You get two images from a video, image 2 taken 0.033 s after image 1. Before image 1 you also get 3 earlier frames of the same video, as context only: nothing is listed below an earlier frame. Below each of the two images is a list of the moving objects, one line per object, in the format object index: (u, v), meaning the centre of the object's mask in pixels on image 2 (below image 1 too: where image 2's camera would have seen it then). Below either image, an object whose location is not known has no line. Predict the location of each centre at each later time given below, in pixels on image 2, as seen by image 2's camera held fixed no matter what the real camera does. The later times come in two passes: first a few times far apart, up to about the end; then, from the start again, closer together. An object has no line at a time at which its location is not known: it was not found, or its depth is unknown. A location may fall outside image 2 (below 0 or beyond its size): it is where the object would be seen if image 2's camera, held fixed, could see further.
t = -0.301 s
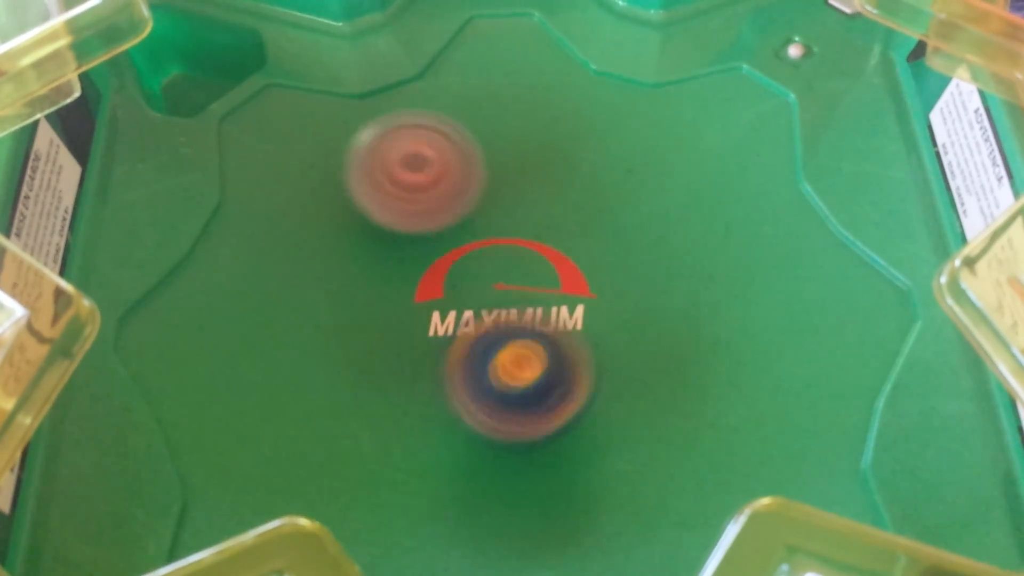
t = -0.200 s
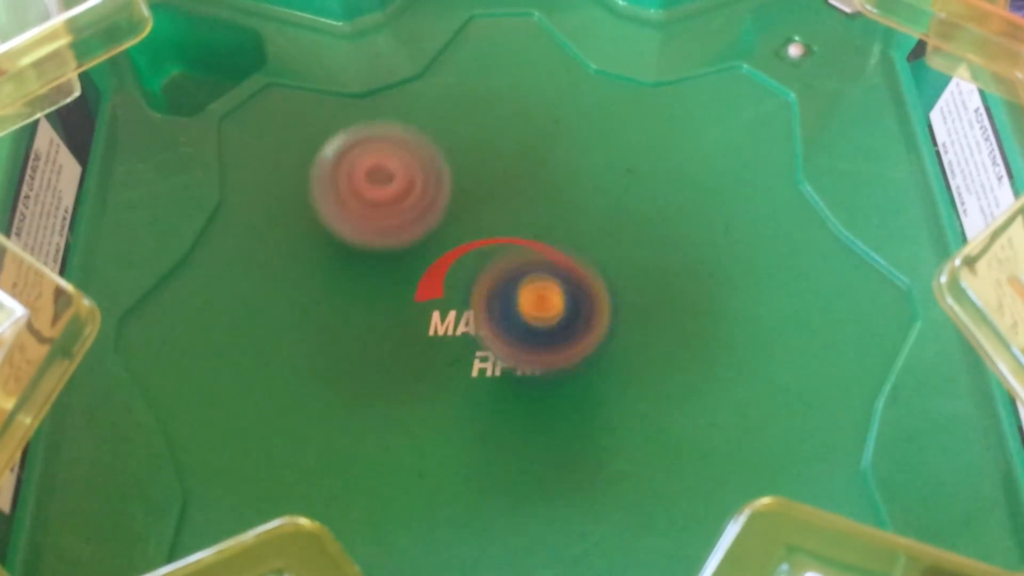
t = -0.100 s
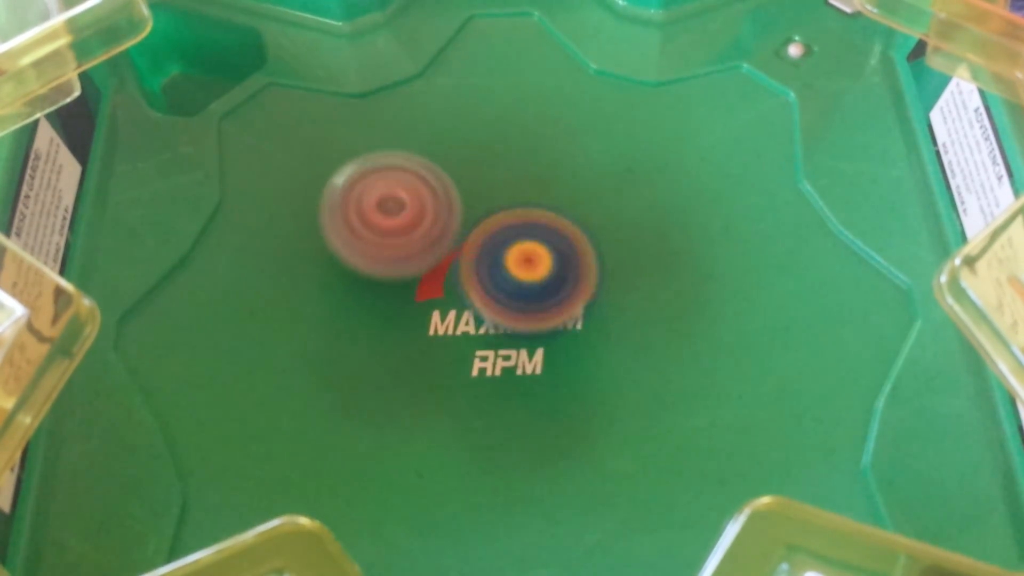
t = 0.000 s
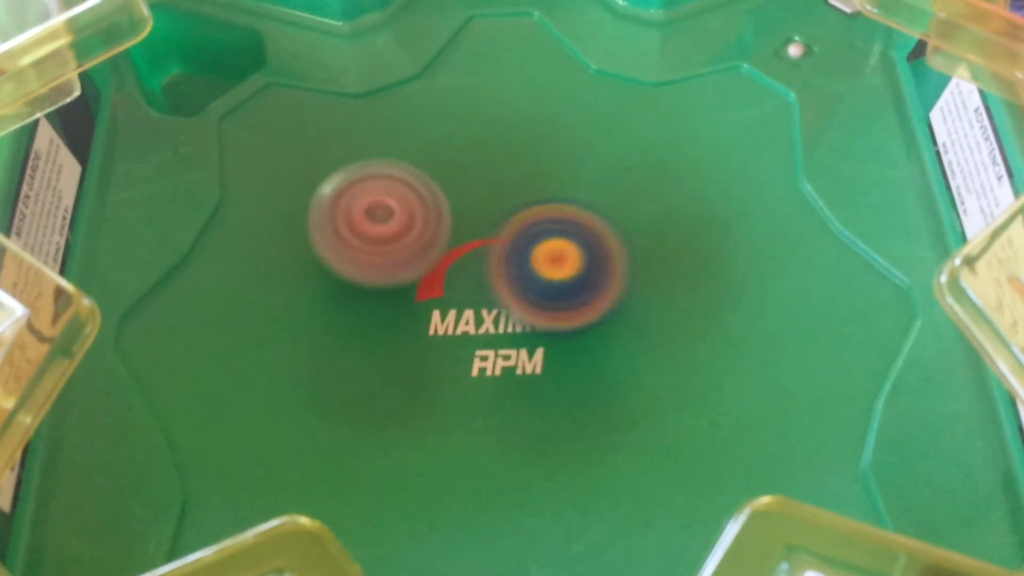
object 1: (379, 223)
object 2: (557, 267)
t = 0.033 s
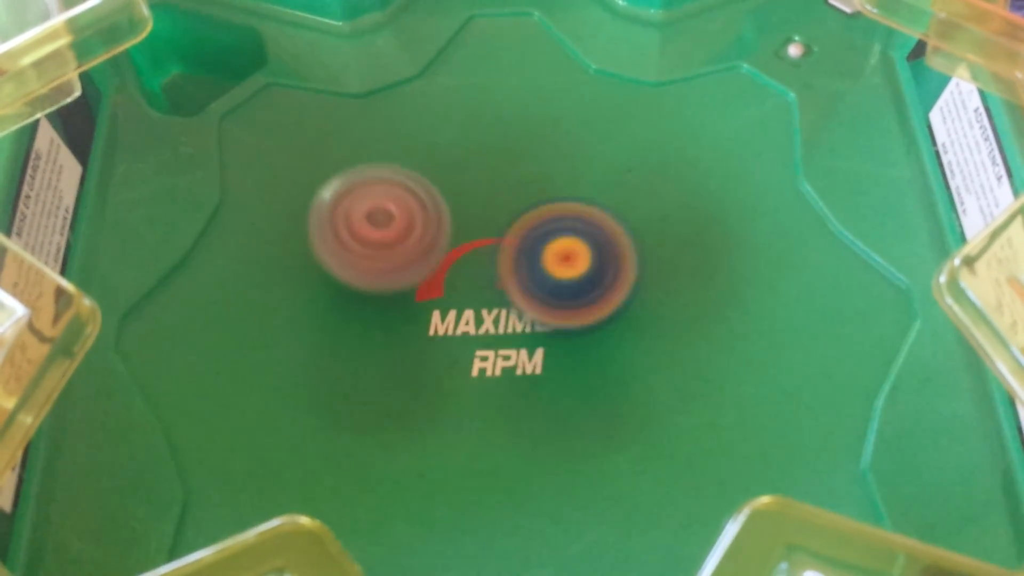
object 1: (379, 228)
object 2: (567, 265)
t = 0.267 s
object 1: (341, 269)
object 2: (714, 275)
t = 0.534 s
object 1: (420, 334)
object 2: (793, 191)
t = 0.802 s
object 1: (523, 262)
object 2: (709, 237)
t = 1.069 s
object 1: (504, 225)
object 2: (632, 426)
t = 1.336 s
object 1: (520, 265)
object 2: (649, 519)
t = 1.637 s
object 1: (583, 280)
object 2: (597, 466)
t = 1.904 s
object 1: (597, 300)
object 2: (402, 414)
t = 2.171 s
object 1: (578, 341)
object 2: (285, 406)
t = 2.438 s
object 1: (576, 369)
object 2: (362, 374)
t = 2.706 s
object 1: (572, 403)
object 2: (399, 276)
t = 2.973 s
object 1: (591, 393)
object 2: (400, 196)
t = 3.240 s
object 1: (534, 366)
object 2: (479, 204)
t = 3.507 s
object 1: (453, 373)
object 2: (568, 225)
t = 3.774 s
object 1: (440, 376)
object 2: (627, 281)
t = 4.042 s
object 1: (451, 344)
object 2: (638, 352)
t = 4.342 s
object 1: (454, 289)
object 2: (585, 413)
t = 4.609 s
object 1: (478, 271)
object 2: (499, 431)
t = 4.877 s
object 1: (507, 259)
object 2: (424, 405)
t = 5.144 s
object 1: (545, 267)
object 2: (390, 344)
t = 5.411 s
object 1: (582, 267)
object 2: (408, 277)
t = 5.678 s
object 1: (672, 305)
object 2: (368, 203)
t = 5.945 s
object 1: (723, 306)
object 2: (390, 234)
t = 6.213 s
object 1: (632, 342)
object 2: (485, 275)
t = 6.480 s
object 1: (664, 486)
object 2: (434, 211)
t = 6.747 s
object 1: (601, 500)
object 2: (439, 254)
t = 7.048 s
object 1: (453, 439)
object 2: (498, 302)
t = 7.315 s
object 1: (331, 389)
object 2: (547, 297)
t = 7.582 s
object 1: (316, 314)
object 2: (548, 323)
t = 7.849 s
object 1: (384, 245)
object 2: (534, 350)
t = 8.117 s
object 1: (494, 200)
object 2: (513, 357)
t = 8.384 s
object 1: (597, 195)
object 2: (490, 343)
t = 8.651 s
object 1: (660, 241)
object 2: (485, 316)
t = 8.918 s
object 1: (657, 338)
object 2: (497, 293)
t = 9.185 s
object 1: (592, 440)
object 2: (526, 305)
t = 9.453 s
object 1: (493, 485)
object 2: (549, 322)
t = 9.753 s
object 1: (406, 442)
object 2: (537, 345)
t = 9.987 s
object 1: (364, 358)
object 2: (533, 347)
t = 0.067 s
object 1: (384, 238)
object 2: (570, 262)
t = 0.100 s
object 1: (393, 249)
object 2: (566, 264)
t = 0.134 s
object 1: (403, 258)
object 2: (562, 266)
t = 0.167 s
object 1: (397, 261)
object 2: (577, 269)
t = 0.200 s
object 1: (364, 257)
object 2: (638, 276)
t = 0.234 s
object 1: (349, 259)
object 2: (678, 277)
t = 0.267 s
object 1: (341, 269)
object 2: (714, 275)
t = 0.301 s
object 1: (339, 282)
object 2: (740, 269)
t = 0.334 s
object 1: (341, 296)
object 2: (759, 260)
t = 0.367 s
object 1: (344, 308)
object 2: (774, 250)
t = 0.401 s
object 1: (353, 318)
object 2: (787, 238)
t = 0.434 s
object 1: (367, 326)
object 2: (793, 226)
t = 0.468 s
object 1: (383, 332)
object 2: (796, 214)
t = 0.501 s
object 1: (402, 335)
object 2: (795, 201)
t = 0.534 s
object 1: (420, 334)
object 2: (793, 191)
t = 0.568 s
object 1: (439, 332)
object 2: (787, 186)
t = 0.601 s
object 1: (458, 327)
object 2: (775, 186)
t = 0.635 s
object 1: (475, 319)
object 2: (764, 190)
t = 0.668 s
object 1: (491, 306)
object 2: (752, 196)
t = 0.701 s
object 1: (504, 294)
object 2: (738, 203)
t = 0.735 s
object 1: (512, 285)
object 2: (725, 212)
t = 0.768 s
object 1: (518, 274)
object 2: (716, 223)
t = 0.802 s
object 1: (523, 262)
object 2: (709, 237)
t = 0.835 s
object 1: (524, 252)
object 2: (699, 256)
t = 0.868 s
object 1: (524, 243)
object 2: (688, 278)
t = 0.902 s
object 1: (522, 234)
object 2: (677, 301)
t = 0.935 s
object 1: (520, 228)
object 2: (664, 326)
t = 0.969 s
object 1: (517, 225)
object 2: (653, 350)
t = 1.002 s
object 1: (513, 223)
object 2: (645, 375)
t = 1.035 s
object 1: (509, 224)
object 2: (638, 401)
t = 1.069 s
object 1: (504, 225)
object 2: (632, 426)
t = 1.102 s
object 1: (501, 227)
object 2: (630, 449)
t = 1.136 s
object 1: (499, 229)
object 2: (630, 472)
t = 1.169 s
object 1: (500, 233)
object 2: (633, 491)
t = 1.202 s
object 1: (503, 239)
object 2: (635, 506)
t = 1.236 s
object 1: (505, 245)
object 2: (639, 514)
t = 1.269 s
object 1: (509, 251)
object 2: (644, 518)
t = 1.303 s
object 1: (514, 258)
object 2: (648, 520)
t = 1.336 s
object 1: (520, 265)
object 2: (649, 519)
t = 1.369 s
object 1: (529, 271)
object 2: (648, 516)
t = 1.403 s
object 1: (539, 274)
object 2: (646, 513)
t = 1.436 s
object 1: (550, 275)
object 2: (644, 509)
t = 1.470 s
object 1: (559, 275)
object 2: (639, 504)
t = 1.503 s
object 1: (564, 276)
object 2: (632, 494)
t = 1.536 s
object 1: (572, 278)
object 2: (624, 484)
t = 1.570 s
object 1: (577, 279)
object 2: (615, 476)
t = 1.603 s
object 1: (579, 279)
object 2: (607, 470)
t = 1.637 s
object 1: (583, 280)
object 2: (597, 466)
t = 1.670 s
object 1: (587, 285)
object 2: (582, 463)
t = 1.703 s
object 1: (587, 290)
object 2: (562, 461)
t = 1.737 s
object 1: (587, 292)
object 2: (538, 457)
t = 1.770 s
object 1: (588, 292)
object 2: (510, 450)
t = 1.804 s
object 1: (590, 292)
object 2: (481, 441)
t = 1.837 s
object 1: (593, 293)
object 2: (454, 433)
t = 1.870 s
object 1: (595, 296)
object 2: (427, 423)
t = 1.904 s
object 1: (597, 300)
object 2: (402, 414)
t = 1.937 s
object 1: (596, 306)
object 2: (377, 408)
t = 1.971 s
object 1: (594, 310)
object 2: (352, 403)
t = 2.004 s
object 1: (591, 314)
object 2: (330, 400)
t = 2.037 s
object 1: (588, 318)
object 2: (312, 399)
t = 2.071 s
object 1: (584, 324)
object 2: (294, 400)
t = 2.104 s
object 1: (581, 329)
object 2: (283, 403)
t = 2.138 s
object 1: (579, 334)
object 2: (281, 406)
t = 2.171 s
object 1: (578, 341)
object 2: (285, 406)
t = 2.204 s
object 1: (577, 347)
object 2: (292, 405)
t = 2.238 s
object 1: (577, 352)
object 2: (300, 401)
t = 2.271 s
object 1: (576, 357)
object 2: (309, 399)
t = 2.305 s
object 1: (575, 361)
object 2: (320, 395)
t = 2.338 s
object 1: (576, 364)
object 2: (330, 392)
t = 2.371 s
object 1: (576, 366)
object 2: (341, 387)
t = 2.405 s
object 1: (576, 367)
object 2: (352, 381)
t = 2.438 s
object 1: (576, 369)
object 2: (362, 374)
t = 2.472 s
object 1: (575, 372)
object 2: (371, 367)
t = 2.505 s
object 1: (573, 374)
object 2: (379, 359)
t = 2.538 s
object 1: (569, 375)
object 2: (385, 351)
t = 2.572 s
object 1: (565, 375)
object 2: (392, 340)
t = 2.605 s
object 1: (561, 376)
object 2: (398, 330)
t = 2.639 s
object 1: (555, 378)
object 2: (404, 321)
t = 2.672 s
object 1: (560, 390)
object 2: (404, 306)
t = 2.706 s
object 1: (572, 403)
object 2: (399, 276)
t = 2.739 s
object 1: (580, 411)
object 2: (398, 252)
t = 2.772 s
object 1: (585, 414)
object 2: (398, 238)
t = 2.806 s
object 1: (590, 414)
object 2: (398, 224)
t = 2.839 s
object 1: (595, 412)
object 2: (397, 211)
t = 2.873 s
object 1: (597, 409)
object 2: (395, 203)
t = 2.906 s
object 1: (597, 404)
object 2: (395, 199)
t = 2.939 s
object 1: (595, 400)
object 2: (397, 196)
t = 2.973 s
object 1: (591, 393)
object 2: (400, 196)
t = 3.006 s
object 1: (589, 389)
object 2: (406, 196)
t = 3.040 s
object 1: (584, 384)
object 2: (412, 197)
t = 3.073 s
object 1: (580, 380)
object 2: (419, 198)
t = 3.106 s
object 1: (574, 377)
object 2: (430, 198)
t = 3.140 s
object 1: (565, 375)
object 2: (441, 199)
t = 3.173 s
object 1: (555, 371)
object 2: (453, 200)
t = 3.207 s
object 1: (544, 368)
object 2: (466, 202)
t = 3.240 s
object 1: (534, 366)
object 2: (479, 204)
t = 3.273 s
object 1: (522, 364)
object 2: (491, 206)
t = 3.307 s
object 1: (510, 363)
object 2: (504, 208)
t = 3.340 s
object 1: (500, 364)
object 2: (515, 210)
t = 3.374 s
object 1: (488, 365)
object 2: (525, 210)
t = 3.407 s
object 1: (478, 367)
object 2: (537, 213)
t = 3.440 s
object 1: (468, 369)
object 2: (548, 216)
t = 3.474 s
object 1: (460, 371)
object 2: (558, 220)
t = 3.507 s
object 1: (453, 373)
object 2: (568, 225)
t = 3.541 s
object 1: (448, 375)
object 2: (578, 231)
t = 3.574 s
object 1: (444, 378)
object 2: (585, 237)
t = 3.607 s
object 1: (441, 379)
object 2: (594, 242)
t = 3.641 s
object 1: (439, 379)
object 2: (602, 248)
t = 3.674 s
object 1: (438, 379)
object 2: (609, 256)
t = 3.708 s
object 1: (438, 379)
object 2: (616, 264)
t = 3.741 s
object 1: (439, 378)
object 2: (622, 272)
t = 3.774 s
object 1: (440, 376)
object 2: (627, 281)
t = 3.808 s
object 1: (442, 374)
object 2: (632, 289)
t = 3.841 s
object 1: (443, 372)
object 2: (635, 298)
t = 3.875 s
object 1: (444, 369)
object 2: (637, 308)
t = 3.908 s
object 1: (446, 365)
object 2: (639, 317)
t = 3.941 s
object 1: (447, 360)
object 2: (640, 326)
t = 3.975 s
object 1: (448, 355)
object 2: (641, 334)
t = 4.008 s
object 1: (450, 350)
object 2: (639, 344)
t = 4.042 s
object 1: (451, 344)
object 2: (638, 352)
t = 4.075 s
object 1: (452, 338)
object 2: (635, 359)
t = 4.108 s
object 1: (453, 332)
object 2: (631, 368)
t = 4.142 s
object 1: (455, 326)
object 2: (627, 375)
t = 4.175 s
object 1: (455, 320)
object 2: (621, 383)
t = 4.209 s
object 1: (455, 313)
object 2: (616, 389)
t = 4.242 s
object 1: (455, 307)
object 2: (609, 396)
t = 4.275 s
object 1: (455, 301)
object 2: (602, 402)
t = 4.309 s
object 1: (454, 294)
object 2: (594, 407)
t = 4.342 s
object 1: (454, 289)
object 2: (585, 413)
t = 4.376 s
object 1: (456, 285)
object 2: (576, 417)
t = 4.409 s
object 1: (457, 284)
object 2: (565, 422)
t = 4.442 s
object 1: (459, 285)
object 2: (554, 425)
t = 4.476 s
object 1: (462, 288)
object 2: (543, 428)
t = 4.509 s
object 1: (465, 284)
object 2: (532, 430)
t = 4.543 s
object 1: (467, 280)
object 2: (520, 431)
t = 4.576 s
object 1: (472, 275)
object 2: (510, 432)
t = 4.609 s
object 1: (478, 271)
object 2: (499, 431)
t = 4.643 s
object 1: (483, 266)
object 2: (489, 430)
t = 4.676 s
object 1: (487, 263)
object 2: (478, 428)
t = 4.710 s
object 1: (491, 261)
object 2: (468, 426)
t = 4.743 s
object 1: (494, 260)
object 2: (459, 423)
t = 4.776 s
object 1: (497, 259)
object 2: (449, 420)
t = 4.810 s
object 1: (500, 258)
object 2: (441, 415)
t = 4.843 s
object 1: (504, 258)
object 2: (432, 410)
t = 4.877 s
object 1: (507, 259)
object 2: (424, 405)
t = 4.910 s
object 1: (511, 259)
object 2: (418, 399)
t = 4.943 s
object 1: (516, 260)
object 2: (411, 392)
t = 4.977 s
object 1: (520, 261)
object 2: (406, 385)
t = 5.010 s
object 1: (525, 262)
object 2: (401, 377)
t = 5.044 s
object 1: (530, 262)
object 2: (397, 370)
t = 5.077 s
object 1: (535, 264)
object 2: (394, 361)
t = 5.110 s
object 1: (539, 265)
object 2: (393, 353)
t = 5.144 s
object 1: (545, 267)
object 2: (390, 344)
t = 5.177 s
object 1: (550, 269)
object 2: (390, 335)
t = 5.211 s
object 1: (554, 270)
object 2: (390, 326)
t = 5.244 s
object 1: (559, 271)
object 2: (391, 317)
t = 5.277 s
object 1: (566, 270)
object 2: (393, 308)
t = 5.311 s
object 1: (572, 269)
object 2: (395, 300)
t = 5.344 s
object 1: (575, 269)
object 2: (399, 292)
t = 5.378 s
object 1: (579, 269)
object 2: (402, 284)
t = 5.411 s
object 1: (582, 267)
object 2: (408, 277)
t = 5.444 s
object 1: (581, 267)
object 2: (413, 270)
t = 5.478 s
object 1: (578, 269)
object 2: (419, 265)
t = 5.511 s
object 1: (579, 268)
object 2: (423, 259)
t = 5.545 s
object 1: (584, 267)
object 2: (428, 251)
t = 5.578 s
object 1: (585, 270)
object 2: (435, 247)
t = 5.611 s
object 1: (618, 284)
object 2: (410, 232)
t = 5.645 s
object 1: (653, 298)
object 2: (383, 213)
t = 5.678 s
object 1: (672, 305)
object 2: (368, 203)
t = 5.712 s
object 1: (686, 306)
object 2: (363, 199)
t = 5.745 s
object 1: (698, 306)
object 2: (363, 201)
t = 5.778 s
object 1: (708, 305)
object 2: (363, 204)
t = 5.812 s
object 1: (716, 306)
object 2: (365, 209)
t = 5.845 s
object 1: (723, 305)
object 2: (367, 214)
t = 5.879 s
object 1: (727, 305)
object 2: (375, 223)
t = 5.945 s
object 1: (723, 306)
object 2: (390, 234)
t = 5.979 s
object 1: (717, 308)
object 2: (400, 241)
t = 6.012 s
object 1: (709, 310)
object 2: (411, 247)
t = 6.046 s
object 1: (699, 313)
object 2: (422, 252)
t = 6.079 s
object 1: (687, 316)
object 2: (433, 257)
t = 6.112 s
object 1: (673, 321)
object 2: (445, 262)
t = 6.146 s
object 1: (660, 327)
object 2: (458, 267)
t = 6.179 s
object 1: (647, 334)
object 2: (472, 271)
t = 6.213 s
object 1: (632, 342)
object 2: (485, 275)
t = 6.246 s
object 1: (639, 368)
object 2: (481, 258)
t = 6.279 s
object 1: (655, 402)
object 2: (458, 234)
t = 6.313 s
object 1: (661, 424)
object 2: (446, 215)
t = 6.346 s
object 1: (663, 438)
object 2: (441, 204)
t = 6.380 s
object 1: (665, 452)
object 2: (439, 200)
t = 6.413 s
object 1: (666, 465)
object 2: (438, 202)
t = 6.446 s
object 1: (666, 476)
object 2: (436, 206)
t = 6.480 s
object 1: (664, 486)
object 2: (434, 211)
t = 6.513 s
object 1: (660, 494)
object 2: (433, 216)
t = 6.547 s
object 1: (657, 499)
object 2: (431, 222)
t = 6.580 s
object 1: (651, 503)
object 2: (430, 227)
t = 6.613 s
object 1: (646, 505)
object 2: (430, 232)
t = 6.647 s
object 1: (637, 506)
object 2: (431, 238)
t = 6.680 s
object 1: (627, 505)
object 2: (432, 243)
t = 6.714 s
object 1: (614, 503)
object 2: (435, 248)
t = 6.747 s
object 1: (601, 500)
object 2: (439, 254)
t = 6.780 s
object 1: (586, 495)
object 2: (444, 261)
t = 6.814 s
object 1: (570, 490)
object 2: (450, 267)
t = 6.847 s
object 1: (553, 484)
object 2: (455, 273)
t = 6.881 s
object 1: (536, 477)
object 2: (462, 278)
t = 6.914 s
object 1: (519, 470)
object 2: (468, 283)
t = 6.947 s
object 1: (503, 462)
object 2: (475, 289)
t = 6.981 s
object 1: (486, 455)
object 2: (481, 292)
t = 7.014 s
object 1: (470, 447)
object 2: (488, 296)
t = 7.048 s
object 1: (453, 439)
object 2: (498, 302)
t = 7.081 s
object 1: (430, 437)
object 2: (509, 303)
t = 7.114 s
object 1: (409, 433)
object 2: (527, 298)
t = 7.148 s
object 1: (392, 427)
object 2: (534, 297)
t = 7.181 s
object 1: (376, 420)
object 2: (537, 296)
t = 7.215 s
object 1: (363, 413)
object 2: (540, 295)
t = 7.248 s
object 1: (350, 405)
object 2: (542, 295)
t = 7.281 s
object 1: (340, 397)
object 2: (545, 296)
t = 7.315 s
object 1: (331, 389)
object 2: (547, 297)
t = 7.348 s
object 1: (324, 380)
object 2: (547, 301)
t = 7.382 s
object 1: (319, 372)
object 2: (548, 304)
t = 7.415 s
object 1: (315, 362)
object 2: (547, 307)
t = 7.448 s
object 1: (313, 353)
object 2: (547, 310)
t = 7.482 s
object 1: (311, 343)
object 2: (548, 313)
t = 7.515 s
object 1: (312, 333)
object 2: (548, 316)
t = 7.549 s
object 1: (313, 323)
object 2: (548, 319)
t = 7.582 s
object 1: (316, 314)
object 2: (548, 323)
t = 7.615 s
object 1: (320, 304)
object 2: (547, 326)
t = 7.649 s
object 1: (325, 294)
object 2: (546, 329)
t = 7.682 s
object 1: (332, 285)
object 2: (544, 333)
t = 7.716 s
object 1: (340, 276)
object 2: (543, 336)
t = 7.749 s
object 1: (349, 268)
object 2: (541, 340)
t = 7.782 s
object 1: (360, 259)
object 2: (539, 344)
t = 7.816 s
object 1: (371, 251)
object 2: (536, 347)
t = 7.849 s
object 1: (384, 245)
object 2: (534, 350)
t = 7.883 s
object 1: (397, 238)
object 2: (531, 352)
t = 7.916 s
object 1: (410, 231)
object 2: (528, 353)
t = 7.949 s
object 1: (423, 224)
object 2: (525, 355)
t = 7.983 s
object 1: (437, 218)
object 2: (523, 357)
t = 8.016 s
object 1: (451, 213)
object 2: (521, 358)
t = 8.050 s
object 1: (465, 208)
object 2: (518, 358)
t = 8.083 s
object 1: (479, 203)
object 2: (515, 358)
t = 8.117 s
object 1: (494, 200)
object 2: (513, 357)
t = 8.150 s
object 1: (508, 196)
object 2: (510, 356)
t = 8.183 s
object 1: (522, 194)
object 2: (507, 355)
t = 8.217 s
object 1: (537, 192)
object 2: (504, 355)
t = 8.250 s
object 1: (549, 191)
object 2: (501, 353)
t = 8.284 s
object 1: (563, 191)
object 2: (498, 351)
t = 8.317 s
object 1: (574, 191)
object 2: (496, 349)
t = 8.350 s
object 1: (586, 192)
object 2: (492, 346)
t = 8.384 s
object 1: (597, 195)
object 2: (490, 343)
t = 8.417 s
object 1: (608, 198)
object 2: (488, 339)
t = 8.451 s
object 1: (617, 201)
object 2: (486, 335)
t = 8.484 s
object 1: (626, 205)
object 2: (485, 332)
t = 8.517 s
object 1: (635, 211)
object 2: (484, 328)
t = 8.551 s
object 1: (643, 217)
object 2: (484, 326)
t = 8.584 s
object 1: (649, 225)
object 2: (484, 323)
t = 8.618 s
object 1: (655, 233)
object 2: (485, 319)
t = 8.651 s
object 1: (660, 241)
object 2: (485, 316)
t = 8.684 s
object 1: (663, 251)
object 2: (486, 313)
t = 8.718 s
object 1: (666, 261)
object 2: (487, 308)
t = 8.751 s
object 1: (667, 273)
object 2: (489, 304)
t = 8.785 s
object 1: (667, 286)
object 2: (491, 301)
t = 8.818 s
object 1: (666, 298)
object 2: (492, 299)
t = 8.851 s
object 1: (664, 311)
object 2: (492, 296)
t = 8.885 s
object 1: (661, 325)
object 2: (493, 294)
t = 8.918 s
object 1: (657, 338)
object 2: (497, 293)
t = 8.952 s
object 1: (652, 352)
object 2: (503, 292)
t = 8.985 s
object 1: (646, 366)
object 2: (507, 292)
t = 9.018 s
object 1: (639, 379)
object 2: (510, 293)
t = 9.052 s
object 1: (632, 393)
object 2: (514, 295)
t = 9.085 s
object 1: (623, 406)
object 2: (518, 296)
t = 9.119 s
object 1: (614, 418)
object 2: (522, 299)
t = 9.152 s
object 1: (603, 430)
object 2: (525, 302)
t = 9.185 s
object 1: (592, 440)
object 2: (526, 305)
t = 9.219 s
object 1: (581, 449)
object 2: (529, 307)
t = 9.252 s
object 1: (568, 459)
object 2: (532, 309)
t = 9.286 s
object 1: (556, 466)
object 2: (535, 311)
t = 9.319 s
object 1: (544, 473)
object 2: (537, 313)
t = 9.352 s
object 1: (530, 478)
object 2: (541, 315)
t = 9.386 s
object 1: (518, 482)
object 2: (545, 317)
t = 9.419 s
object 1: (506, 484)
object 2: (547, 319)
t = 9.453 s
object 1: (493, 485)
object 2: (549, 322)
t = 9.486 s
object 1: (481, 486)
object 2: (550, 325)
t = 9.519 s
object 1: (470, 485)
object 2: (550, 327)
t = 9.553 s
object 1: (458, 483)
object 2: (549, 330)
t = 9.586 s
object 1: (448, 479)
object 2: (548, 332)
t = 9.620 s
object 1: (437, 474)
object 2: (547, 335)
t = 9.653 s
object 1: (428, 468)
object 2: (545, 338)
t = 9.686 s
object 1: (420, 460)
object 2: (542, 341)
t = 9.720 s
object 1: (412, 452)
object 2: (540, 343)
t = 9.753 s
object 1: (406, 442)
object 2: (537, 345)
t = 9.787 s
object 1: (400, 431)
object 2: (534, 348)
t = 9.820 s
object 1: (391, 420)
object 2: (535, 349)
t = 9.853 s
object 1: (382, 408)
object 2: (537, 349)
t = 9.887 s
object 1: (376, 396)
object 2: (537, 348)
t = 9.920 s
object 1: (371, 384)
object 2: (537, 349)
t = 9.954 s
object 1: (367, 371)
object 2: (535, 348)
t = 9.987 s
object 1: (364, 358)
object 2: (533, 347)
